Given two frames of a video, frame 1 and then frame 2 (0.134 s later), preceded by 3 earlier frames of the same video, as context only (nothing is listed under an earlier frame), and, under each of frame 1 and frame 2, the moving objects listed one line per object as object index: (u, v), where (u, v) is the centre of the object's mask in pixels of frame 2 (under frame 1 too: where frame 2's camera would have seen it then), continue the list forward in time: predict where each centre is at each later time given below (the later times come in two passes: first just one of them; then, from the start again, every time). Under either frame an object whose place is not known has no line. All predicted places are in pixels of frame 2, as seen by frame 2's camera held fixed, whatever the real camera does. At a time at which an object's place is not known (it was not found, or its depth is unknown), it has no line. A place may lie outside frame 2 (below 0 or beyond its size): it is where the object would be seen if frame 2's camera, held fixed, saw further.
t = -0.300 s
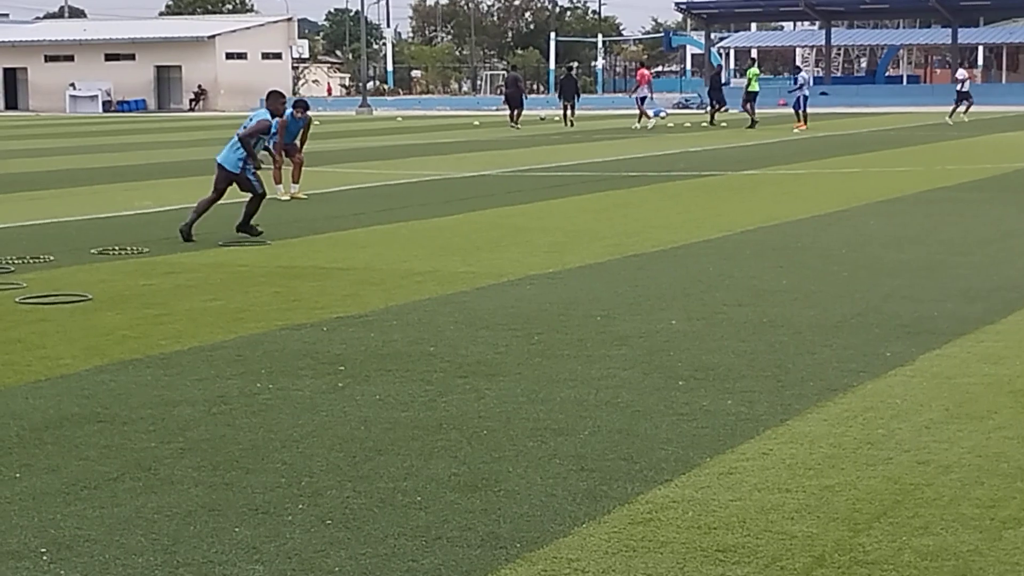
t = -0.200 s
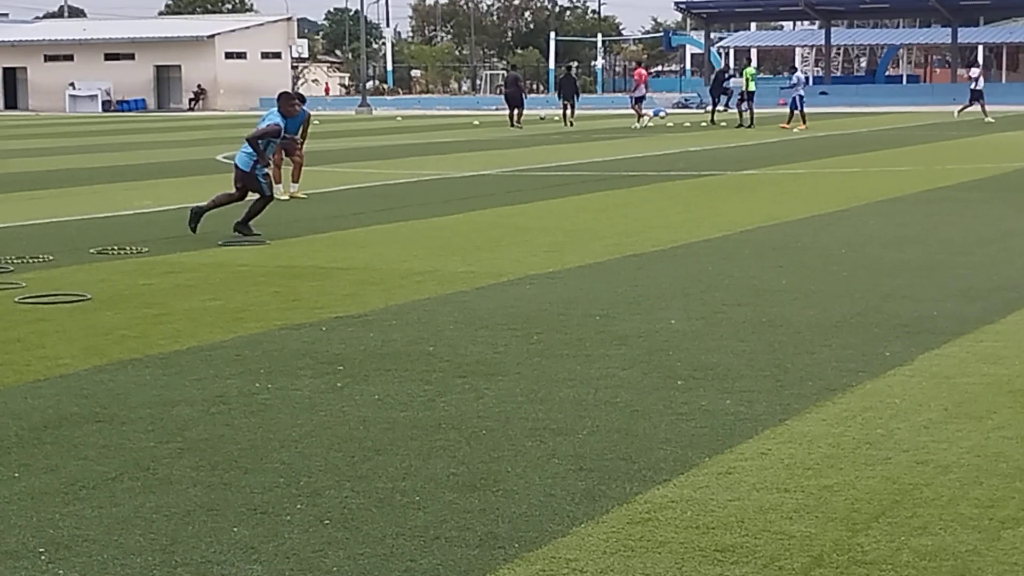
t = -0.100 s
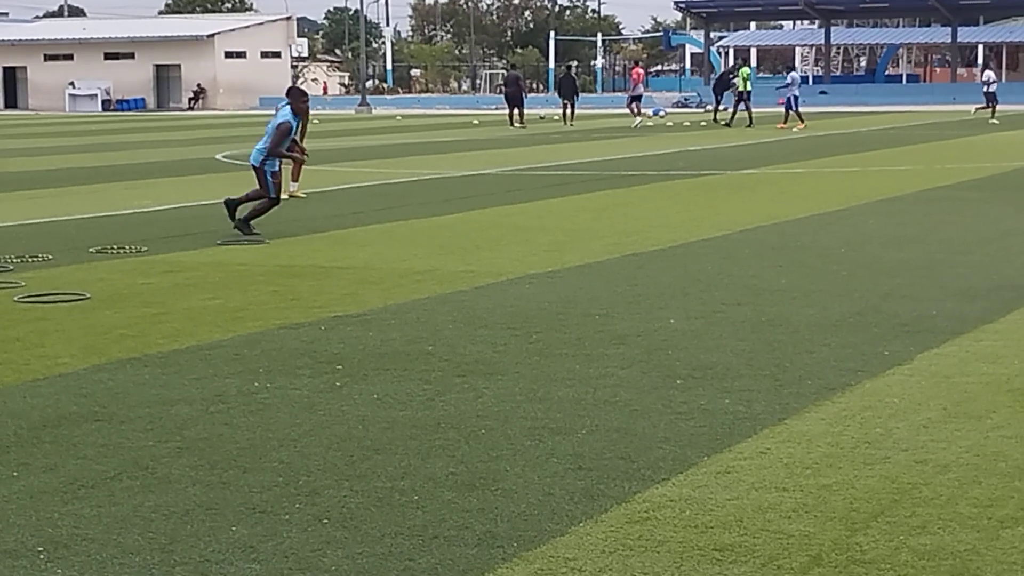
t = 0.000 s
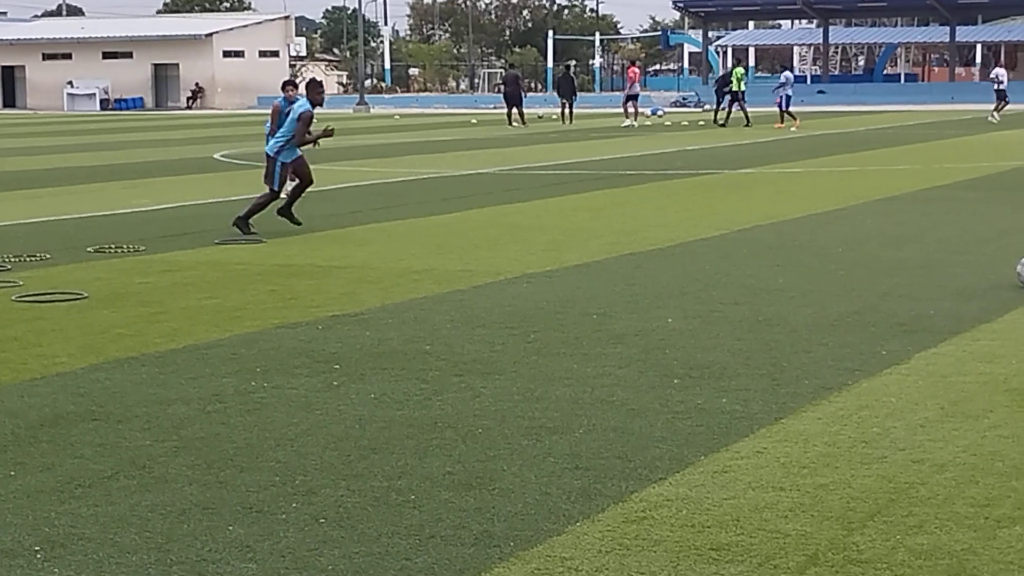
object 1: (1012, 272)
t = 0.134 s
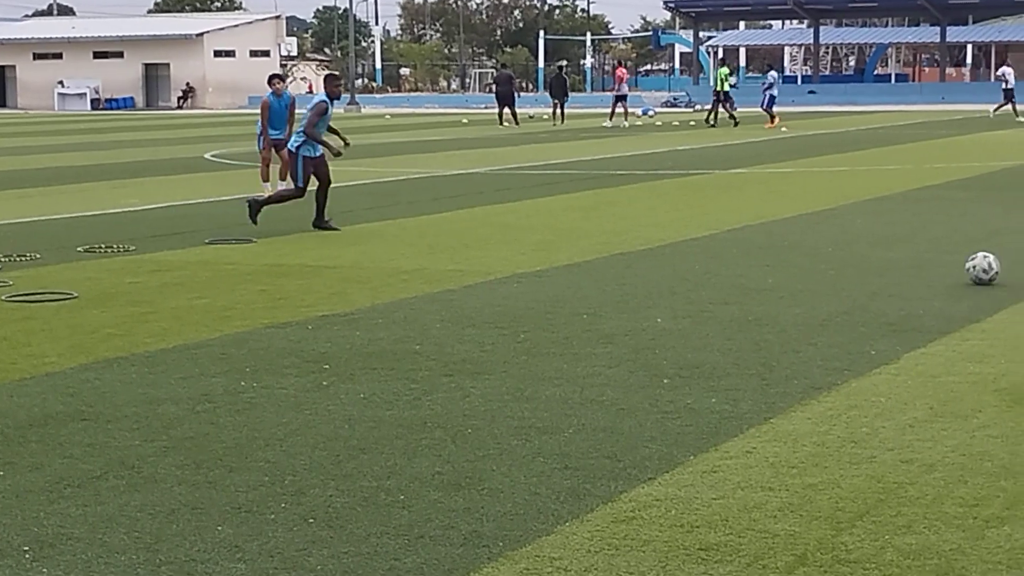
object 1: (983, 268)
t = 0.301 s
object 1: (931, 265)
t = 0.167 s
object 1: (972, 267)
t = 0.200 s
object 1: (962, 267)
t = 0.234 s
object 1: (952, 267)
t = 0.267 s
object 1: (941, 266)
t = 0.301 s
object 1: (931, 265)
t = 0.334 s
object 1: (921, 265)
